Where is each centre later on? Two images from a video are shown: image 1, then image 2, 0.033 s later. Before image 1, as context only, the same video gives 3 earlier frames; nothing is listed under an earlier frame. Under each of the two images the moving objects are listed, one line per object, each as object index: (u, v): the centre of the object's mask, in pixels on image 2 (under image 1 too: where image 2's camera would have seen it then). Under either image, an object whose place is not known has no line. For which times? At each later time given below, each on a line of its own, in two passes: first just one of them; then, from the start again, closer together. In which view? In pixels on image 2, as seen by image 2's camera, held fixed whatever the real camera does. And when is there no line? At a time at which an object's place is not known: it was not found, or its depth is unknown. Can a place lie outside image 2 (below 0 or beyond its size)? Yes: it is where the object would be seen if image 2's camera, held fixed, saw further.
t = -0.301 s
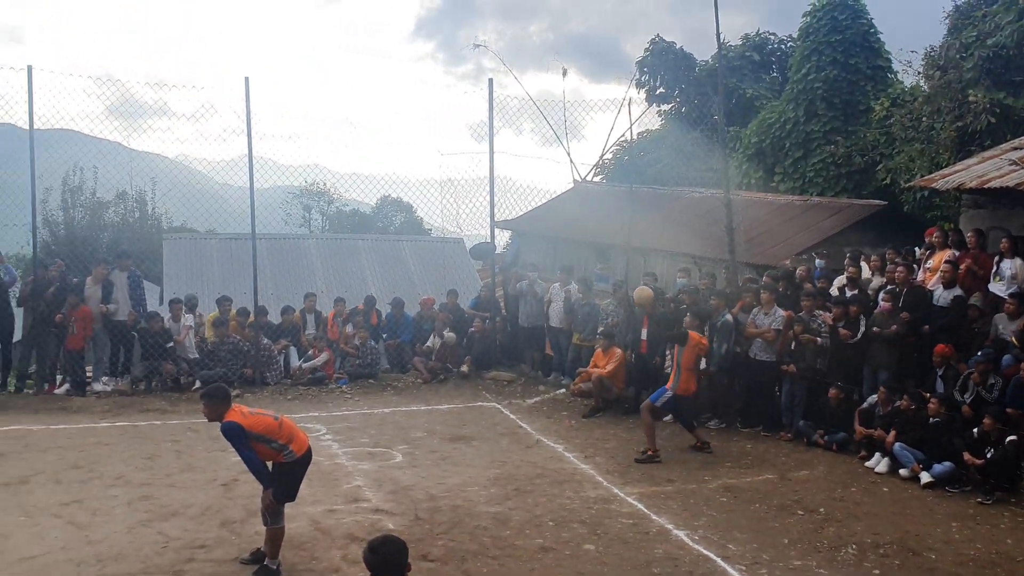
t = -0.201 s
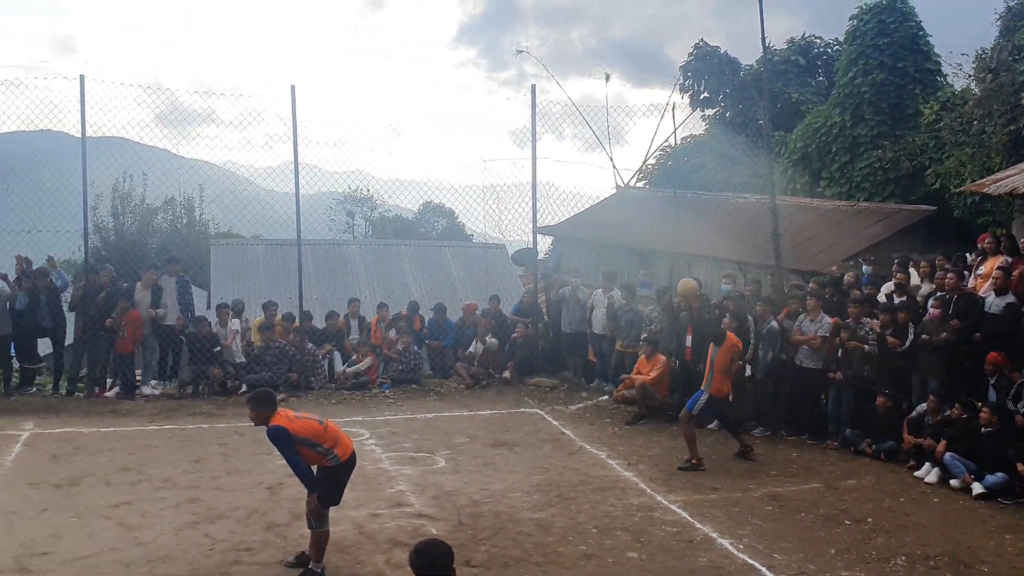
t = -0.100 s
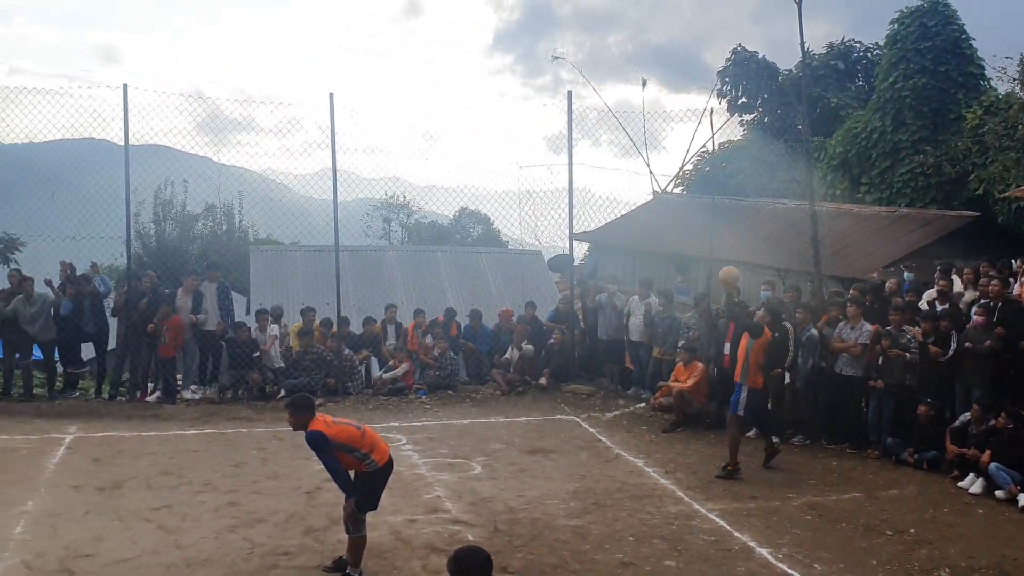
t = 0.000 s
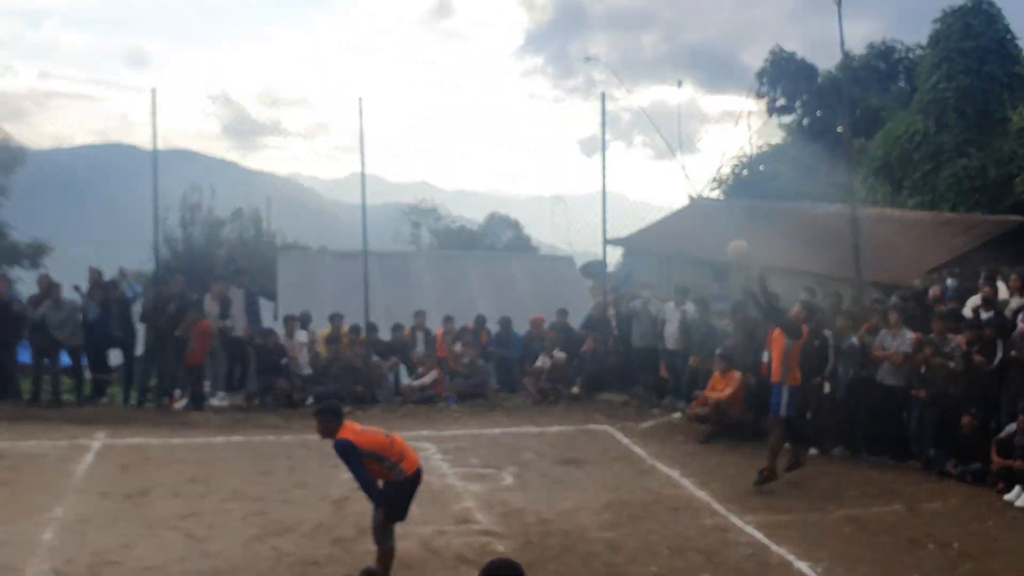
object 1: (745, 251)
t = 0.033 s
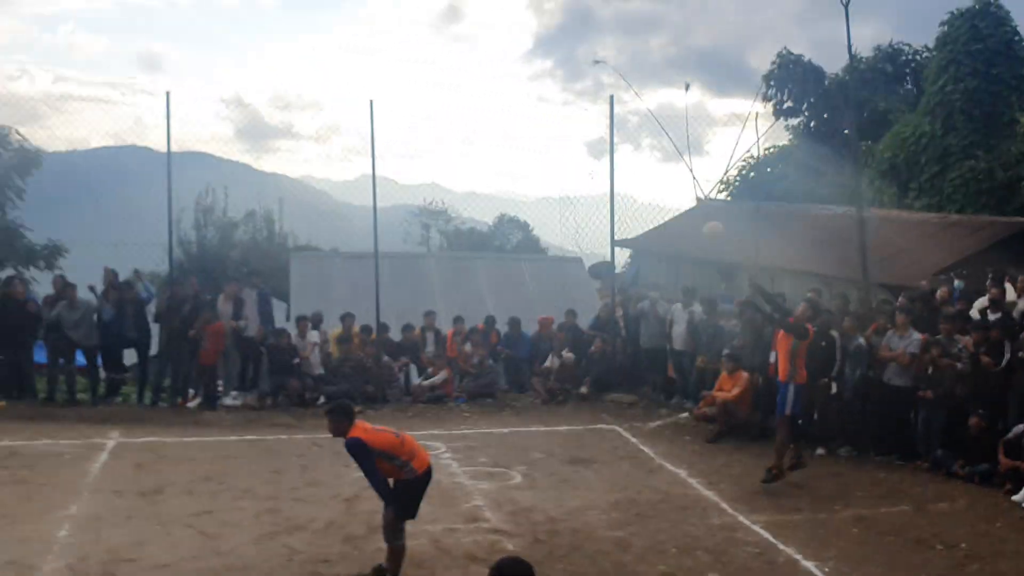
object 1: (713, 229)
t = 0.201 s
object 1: (543, 139)
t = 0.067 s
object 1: (677, 208)
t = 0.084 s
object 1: (663, 203)
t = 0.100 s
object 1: (646, 193)
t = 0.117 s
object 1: (630, 183)
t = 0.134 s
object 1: (613, 174)
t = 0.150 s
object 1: (595, 165)
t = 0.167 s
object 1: (578, 157)
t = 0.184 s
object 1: (560, 148)
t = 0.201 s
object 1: (543, 139)
